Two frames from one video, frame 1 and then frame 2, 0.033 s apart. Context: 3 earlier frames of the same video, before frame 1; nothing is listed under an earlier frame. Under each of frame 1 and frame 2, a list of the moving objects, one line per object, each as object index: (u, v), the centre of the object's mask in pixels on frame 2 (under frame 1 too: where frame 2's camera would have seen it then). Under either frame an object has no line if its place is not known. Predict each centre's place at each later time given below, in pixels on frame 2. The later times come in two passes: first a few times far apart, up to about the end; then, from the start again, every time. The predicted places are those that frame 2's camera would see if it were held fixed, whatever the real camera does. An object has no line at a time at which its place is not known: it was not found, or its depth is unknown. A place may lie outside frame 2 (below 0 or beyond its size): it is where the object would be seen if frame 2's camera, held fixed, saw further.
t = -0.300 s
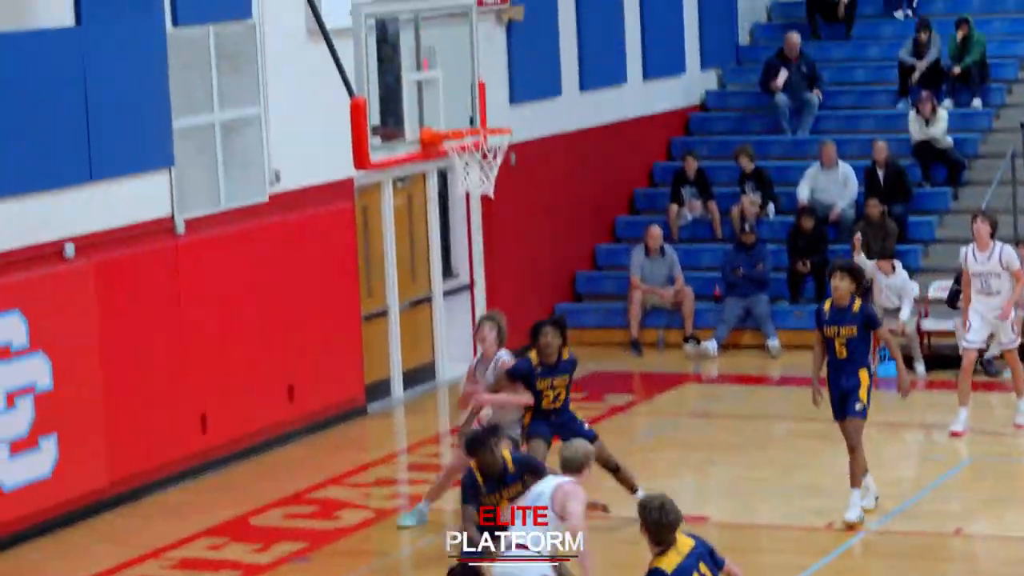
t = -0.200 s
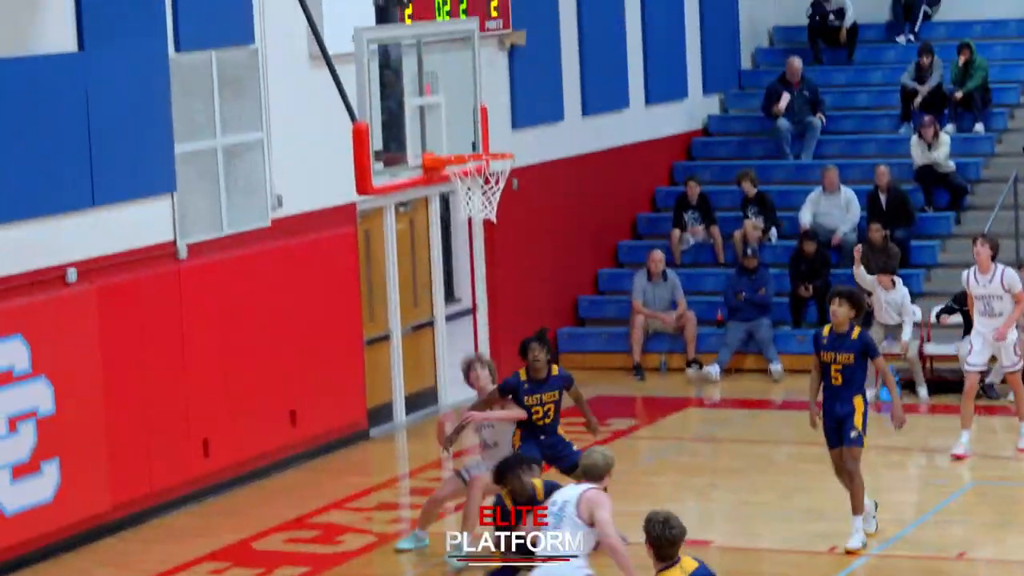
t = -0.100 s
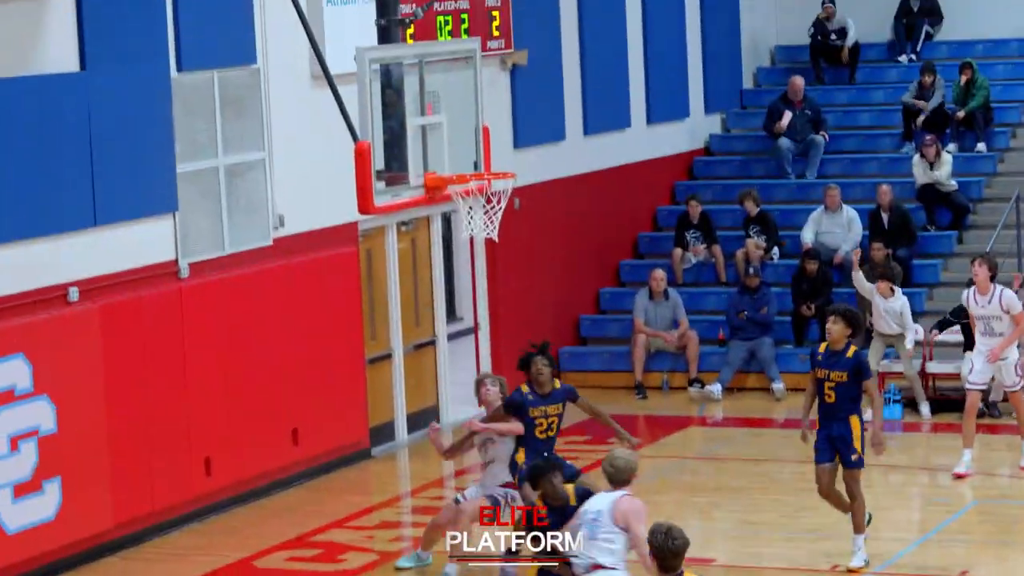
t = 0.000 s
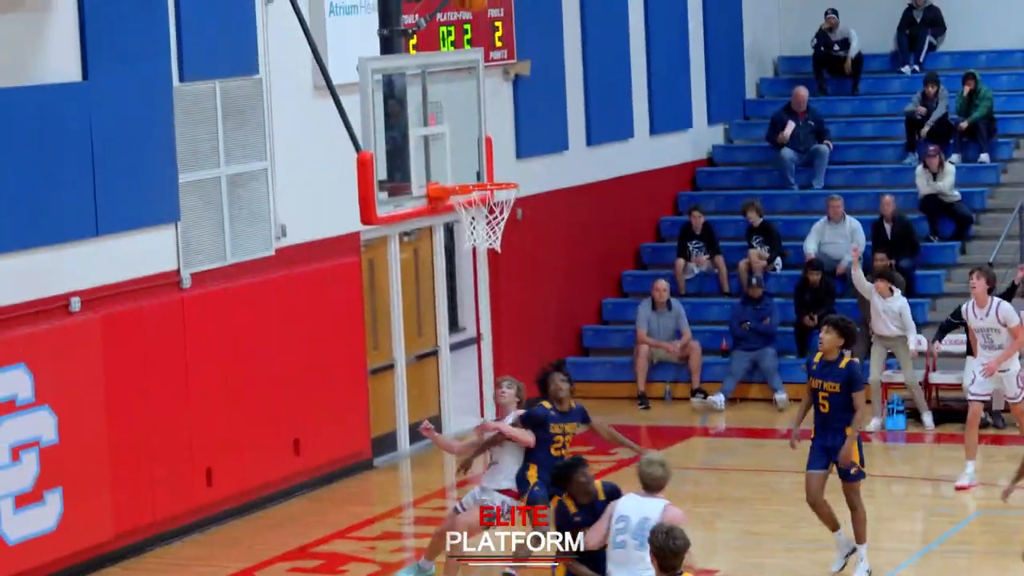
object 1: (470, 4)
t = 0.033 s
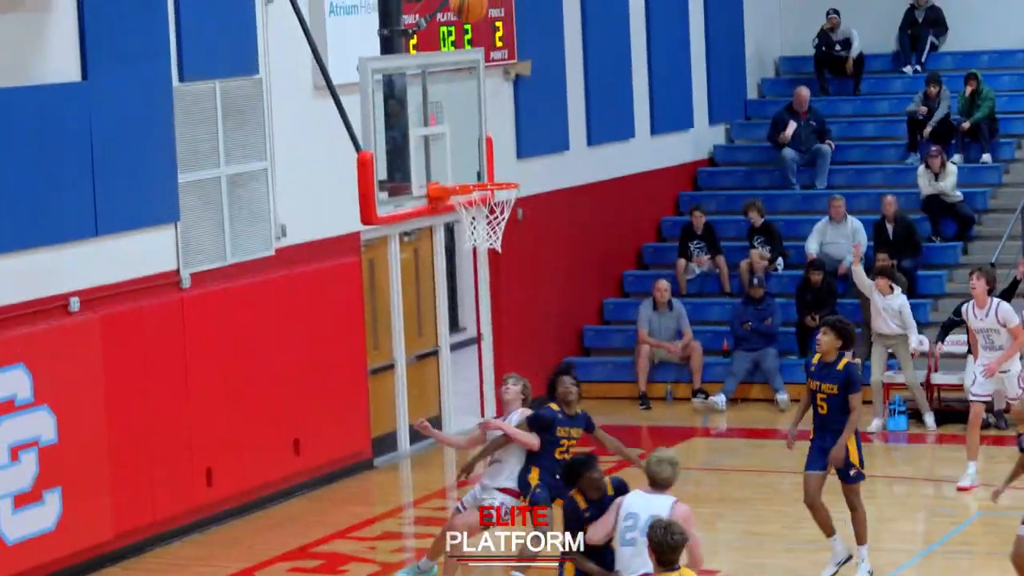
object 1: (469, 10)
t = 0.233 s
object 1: (461, 91)
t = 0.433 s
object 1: (463, 138)
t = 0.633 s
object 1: (485, 76)
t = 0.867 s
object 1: (520, 70)
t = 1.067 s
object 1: (554, 120)
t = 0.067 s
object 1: (467, 15)
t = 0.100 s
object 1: (466, 26)
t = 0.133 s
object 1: (465, 40)
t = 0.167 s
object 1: (463, 56)
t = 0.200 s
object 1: (461, 74)
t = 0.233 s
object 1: (461, 91)
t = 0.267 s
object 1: (459, 112)
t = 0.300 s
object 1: (458, 133)
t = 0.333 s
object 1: (457, 155)
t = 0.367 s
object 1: (456, 172)
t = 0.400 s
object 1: (459, 155)
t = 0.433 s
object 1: (463, 138)
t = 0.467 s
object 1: (467, 124)
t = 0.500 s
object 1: (470, 111)
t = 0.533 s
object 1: (474, 100)
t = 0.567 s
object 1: (477, 90)
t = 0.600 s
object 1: (481, 82)
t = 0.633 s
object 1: (485, 76)
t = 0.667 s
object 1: (488, 71)
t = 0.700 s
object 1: (493, 67)
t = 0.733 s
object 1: (498, 64)
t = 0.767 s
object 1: (504, 64)
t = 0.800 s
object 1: (510, 64)
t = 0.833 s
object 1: (515, 66)
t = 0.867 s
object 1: (520, 70)
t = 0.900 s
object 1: (525, 74)
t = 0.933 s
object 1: (531, 81)
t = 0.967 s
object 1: (537, 89)
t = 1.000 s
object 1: (543, 98)
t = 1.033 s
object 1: (549, 108)
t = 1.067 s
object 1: (554, 120)
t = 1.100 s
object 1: (559, 133)
